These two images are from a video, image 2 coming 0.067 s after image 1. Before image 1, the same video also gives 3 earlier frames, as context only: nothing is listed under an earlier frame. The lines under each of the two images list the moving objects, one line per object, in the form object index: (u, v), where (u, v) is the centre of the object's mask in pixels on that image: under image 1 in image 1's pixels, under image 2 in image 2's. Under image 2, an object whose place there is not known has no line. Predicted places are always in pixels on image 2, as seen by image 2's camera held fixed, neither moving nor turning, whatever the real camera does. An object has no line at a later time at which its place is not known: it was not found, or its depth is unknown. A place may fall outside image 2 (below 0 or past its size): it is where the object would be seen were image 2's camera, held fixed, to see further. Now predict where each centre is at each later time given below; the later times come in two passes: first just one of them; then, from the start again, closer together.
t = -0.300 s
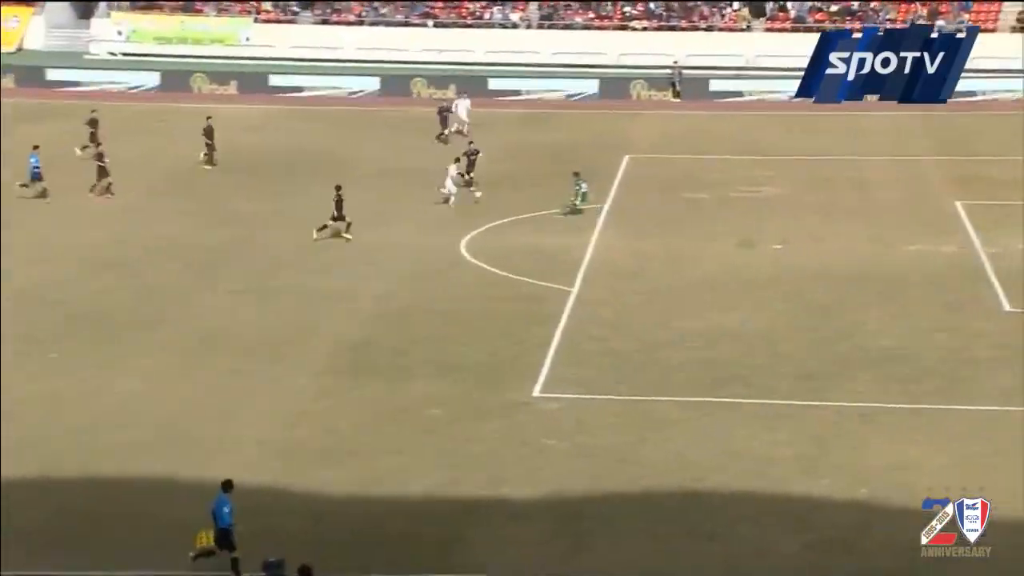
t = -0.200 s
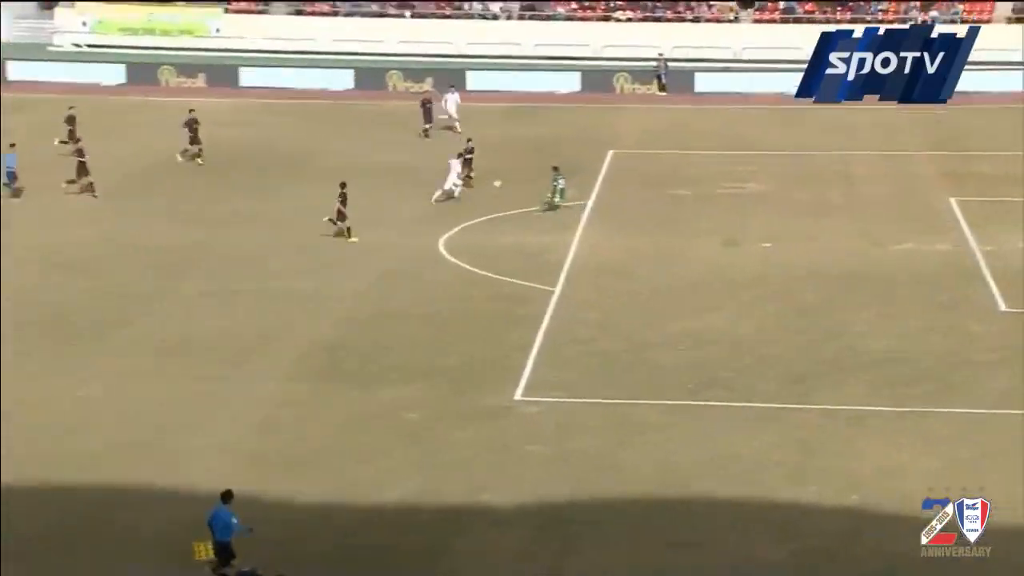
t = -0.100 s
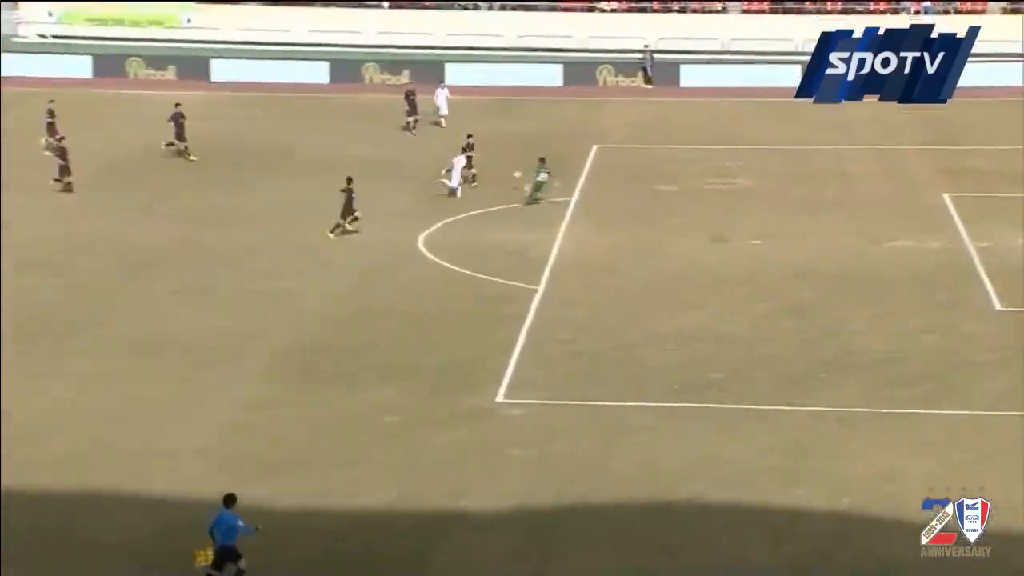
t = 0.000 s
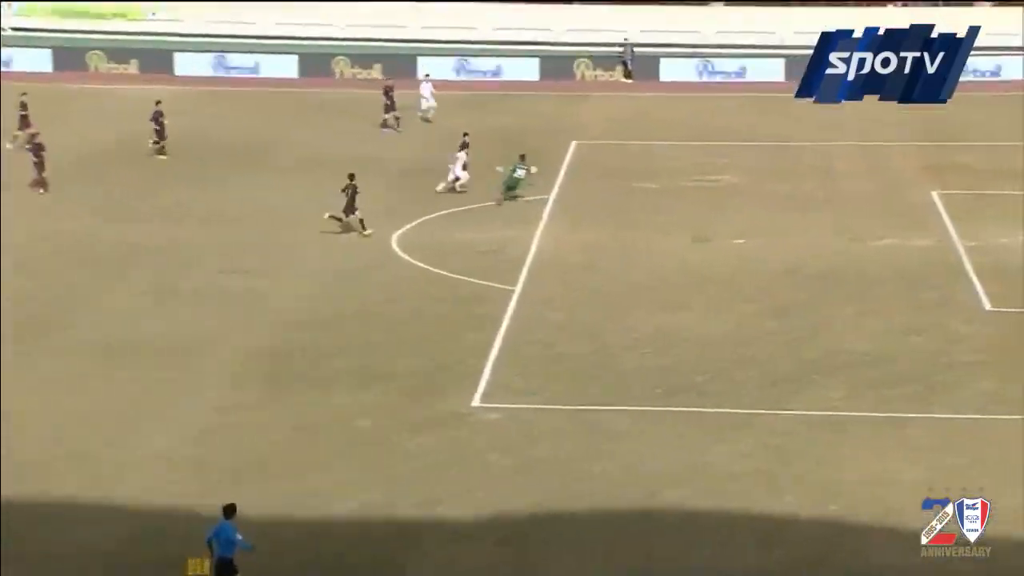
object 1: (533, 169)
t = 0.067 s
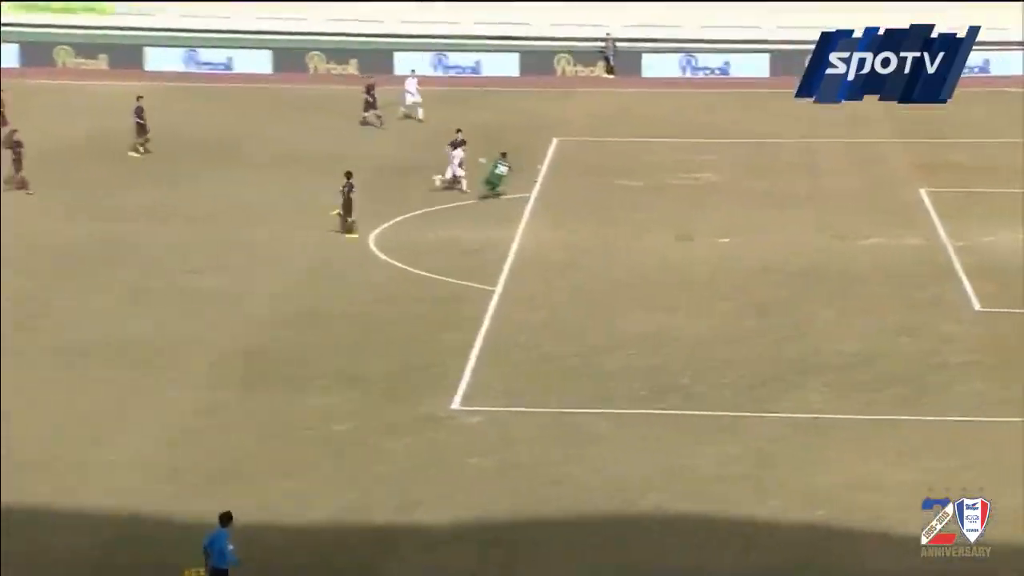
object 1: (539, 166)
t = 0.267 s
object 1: (608, 174)
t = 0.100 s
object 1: (551, 168)
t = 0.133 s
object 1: (563, 168)
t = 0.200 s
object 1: (585, 170)
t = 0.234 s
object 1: (597, 171)
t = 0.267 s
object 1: (608, 174)
